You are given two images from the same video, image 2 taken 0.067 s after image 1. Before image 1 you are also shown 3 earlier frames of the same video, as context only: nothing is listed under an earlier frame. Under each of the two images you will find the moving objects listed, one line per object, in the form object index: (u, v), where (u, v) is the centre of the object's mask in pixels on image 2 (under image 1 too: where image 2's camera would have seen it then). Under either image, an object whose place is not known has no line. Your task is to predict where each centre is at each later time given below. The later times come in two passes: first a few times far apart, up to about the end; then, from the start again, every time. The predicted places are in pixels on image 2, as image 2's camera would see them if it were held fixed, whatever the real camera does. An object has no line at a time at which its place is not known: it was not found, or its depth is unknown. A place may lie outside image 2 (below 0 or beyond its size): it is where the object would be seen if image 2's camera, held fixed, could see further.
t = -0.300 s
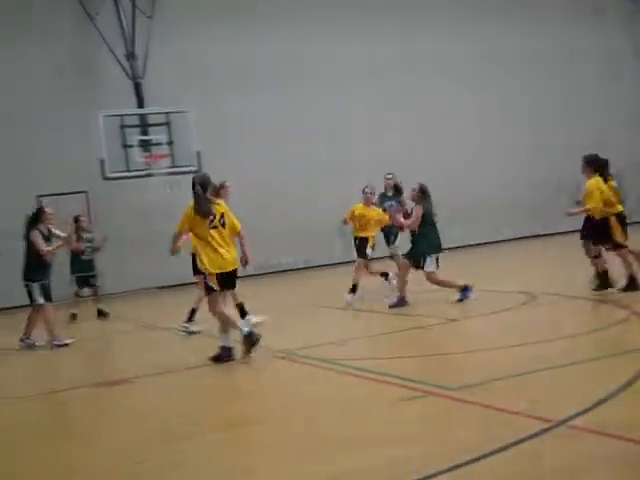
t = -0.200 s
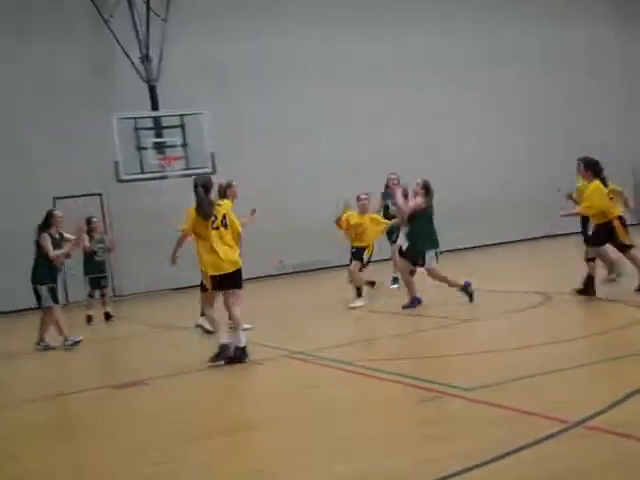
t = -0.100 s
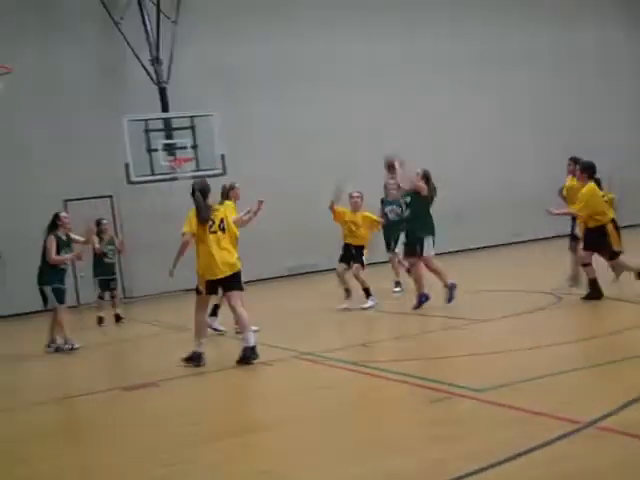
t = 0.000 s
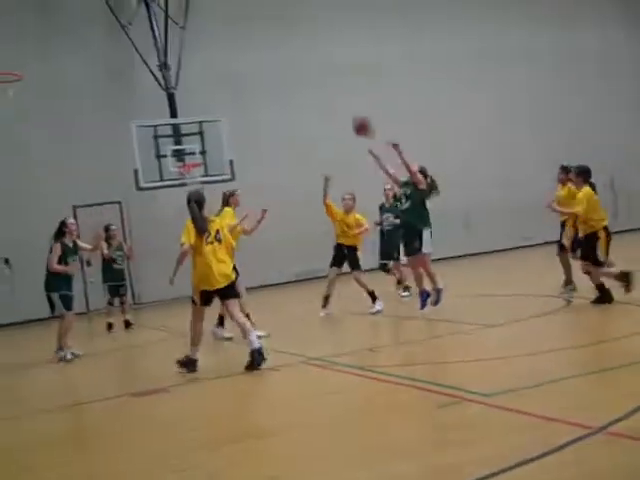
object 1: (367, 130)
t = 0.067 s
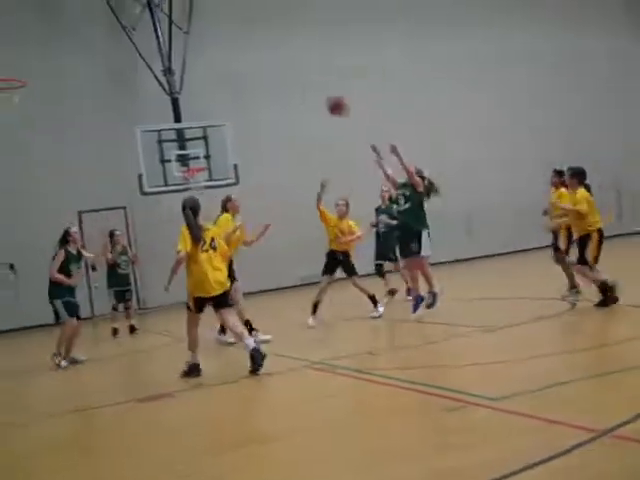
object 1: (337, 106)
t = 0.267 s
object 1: (241, 53)
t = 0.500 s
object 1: (128, 29)
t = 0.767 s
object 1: (-7, 67)
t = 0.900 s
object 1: (20, 102)
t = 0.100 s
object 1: (321, 95)
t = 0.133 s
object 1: (305, 86)
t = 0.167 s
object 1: (290, 76)
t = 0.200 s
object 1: (273, 67)
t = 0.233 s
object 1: (257, 61)
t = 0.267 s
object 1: (241, 53)
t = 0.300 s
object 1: (225, 46)
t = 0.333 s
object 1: (209, 41)
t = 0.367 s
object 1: (193, 38)
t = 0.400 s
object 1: (178, 36)
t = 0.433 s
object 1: (162, 32)
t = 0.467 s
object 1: (143, 30)
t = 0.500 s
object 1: (128, 29)
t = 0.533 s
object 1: (110, 31)
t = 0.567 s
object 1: (95, 31)
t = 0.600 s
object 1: (78, 35)
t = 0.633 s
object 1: (61, 40)
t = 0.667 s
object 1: (44, 44)
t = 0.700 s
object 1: (27, 51)
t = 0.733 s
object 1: (10, 59)
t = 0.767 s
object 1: (-7, 67)
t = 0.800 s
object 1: (-21, 74)
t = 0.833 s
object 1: (-18, 78)
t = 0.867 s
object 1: (4, 95)
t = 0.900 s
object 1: (20, 102)
